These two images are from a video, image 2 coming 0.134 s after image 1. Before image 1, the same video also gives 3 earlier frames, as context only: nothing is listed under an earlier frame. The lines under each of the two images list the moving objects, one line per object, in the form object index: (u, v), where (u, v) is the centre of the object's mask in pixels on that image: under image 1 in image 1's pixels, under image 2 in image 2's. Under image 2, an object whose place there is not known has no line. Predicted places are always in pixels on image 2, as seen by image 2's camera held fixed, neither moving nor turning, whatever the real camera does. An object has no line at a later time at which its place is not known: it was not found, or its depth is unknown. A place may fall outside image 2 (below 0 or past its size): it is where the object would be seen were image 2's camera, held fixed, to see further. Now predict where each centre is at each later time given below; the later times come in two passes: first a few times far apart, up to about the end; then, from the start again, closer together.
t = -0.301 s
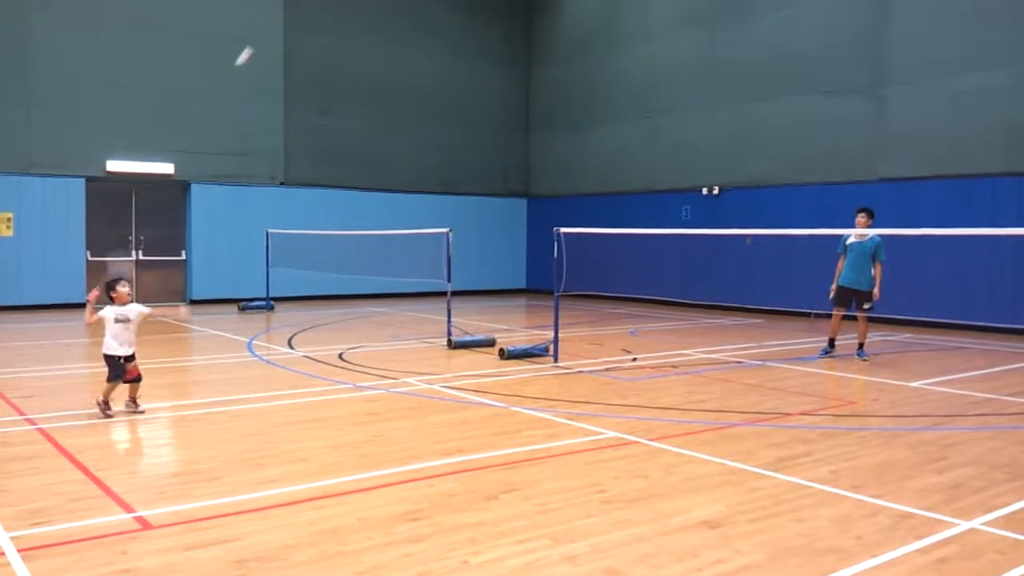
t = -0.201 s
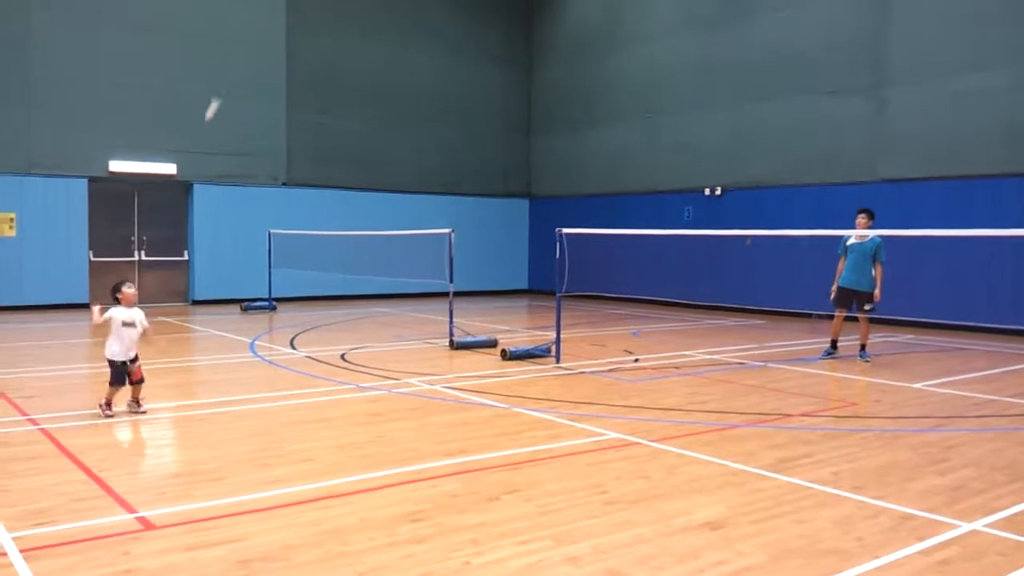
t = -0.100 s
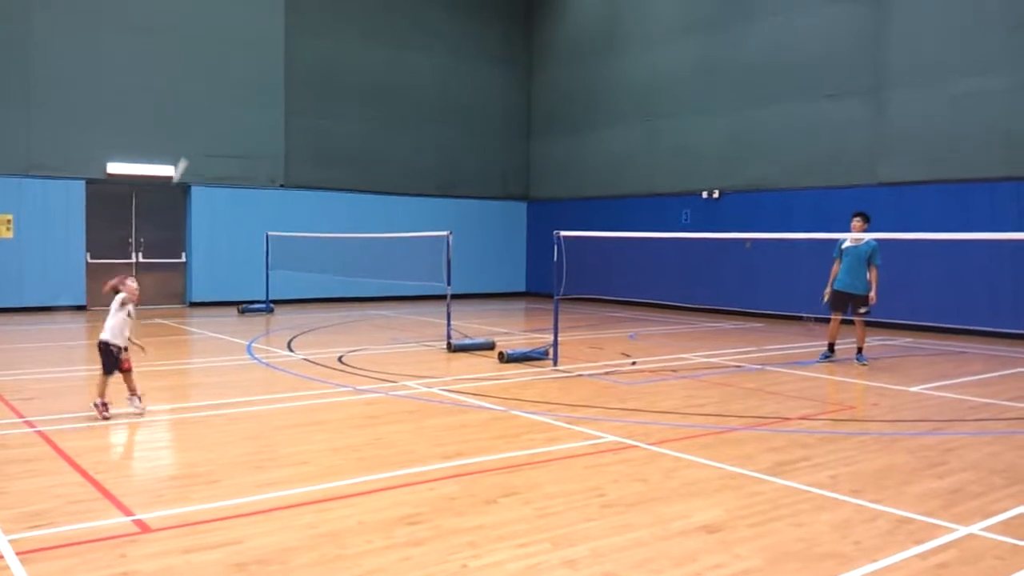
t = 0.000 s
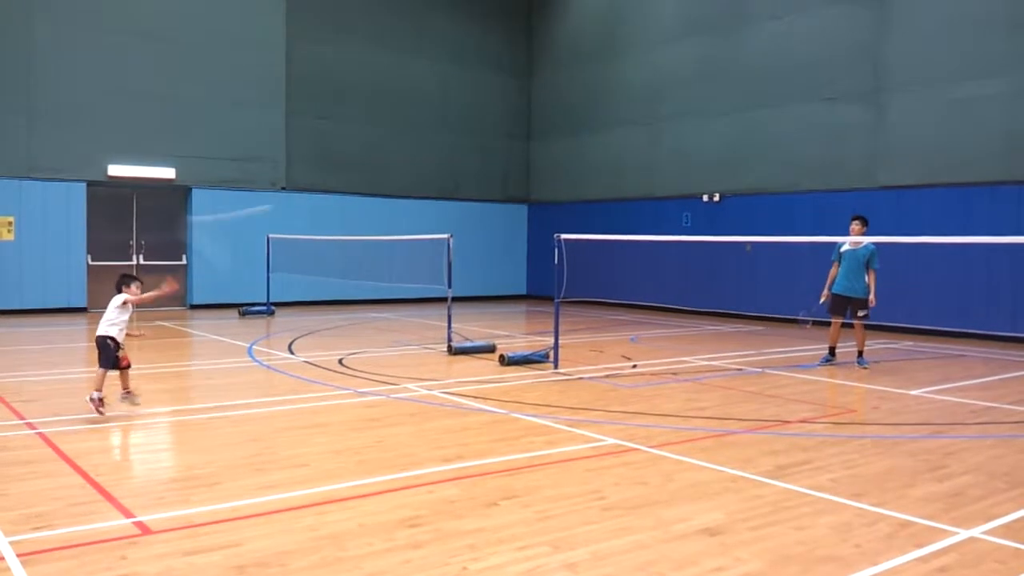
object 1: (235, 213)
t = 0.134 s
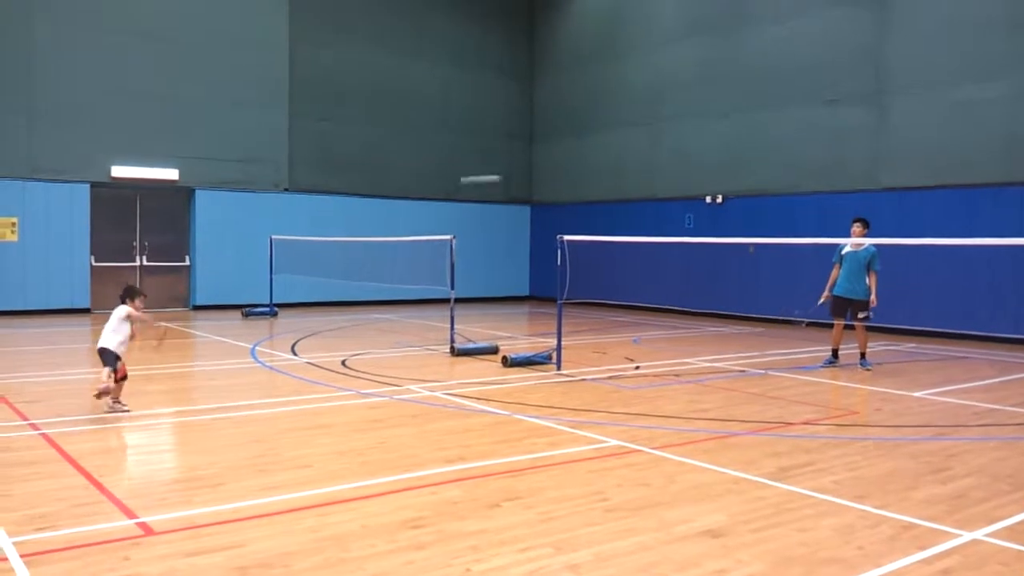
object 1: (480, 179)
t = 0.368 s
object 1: (678, 185)
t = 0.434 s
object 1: (715, 196)
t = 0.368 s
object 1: (678, 185)
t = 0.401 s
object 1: (697, 190)
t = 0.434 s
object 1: (715, 196)
